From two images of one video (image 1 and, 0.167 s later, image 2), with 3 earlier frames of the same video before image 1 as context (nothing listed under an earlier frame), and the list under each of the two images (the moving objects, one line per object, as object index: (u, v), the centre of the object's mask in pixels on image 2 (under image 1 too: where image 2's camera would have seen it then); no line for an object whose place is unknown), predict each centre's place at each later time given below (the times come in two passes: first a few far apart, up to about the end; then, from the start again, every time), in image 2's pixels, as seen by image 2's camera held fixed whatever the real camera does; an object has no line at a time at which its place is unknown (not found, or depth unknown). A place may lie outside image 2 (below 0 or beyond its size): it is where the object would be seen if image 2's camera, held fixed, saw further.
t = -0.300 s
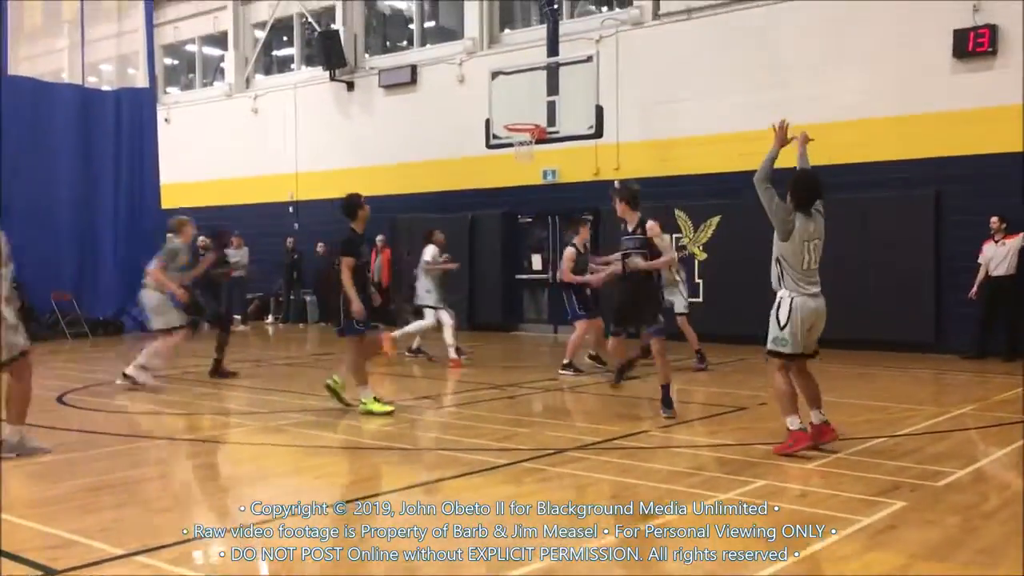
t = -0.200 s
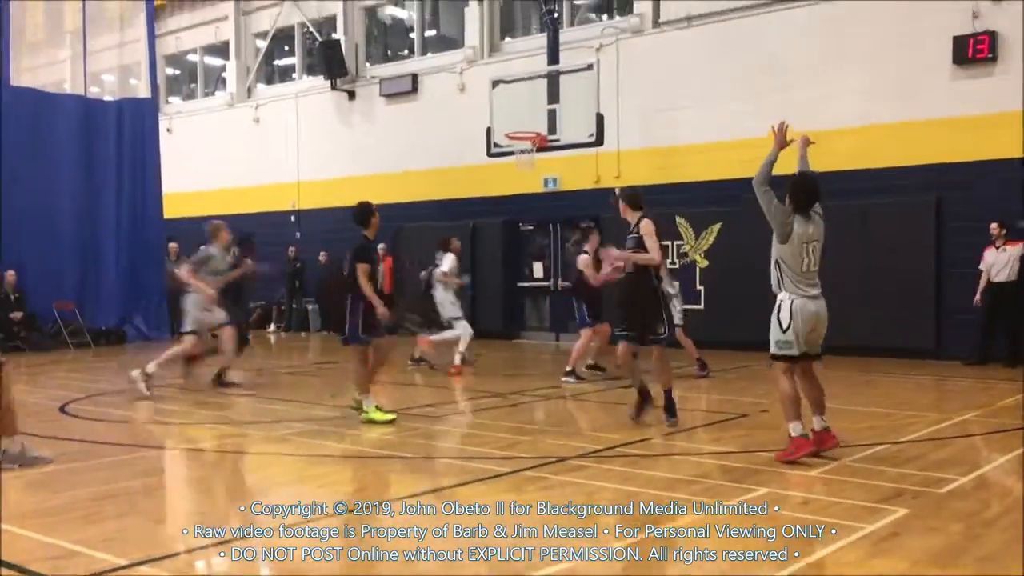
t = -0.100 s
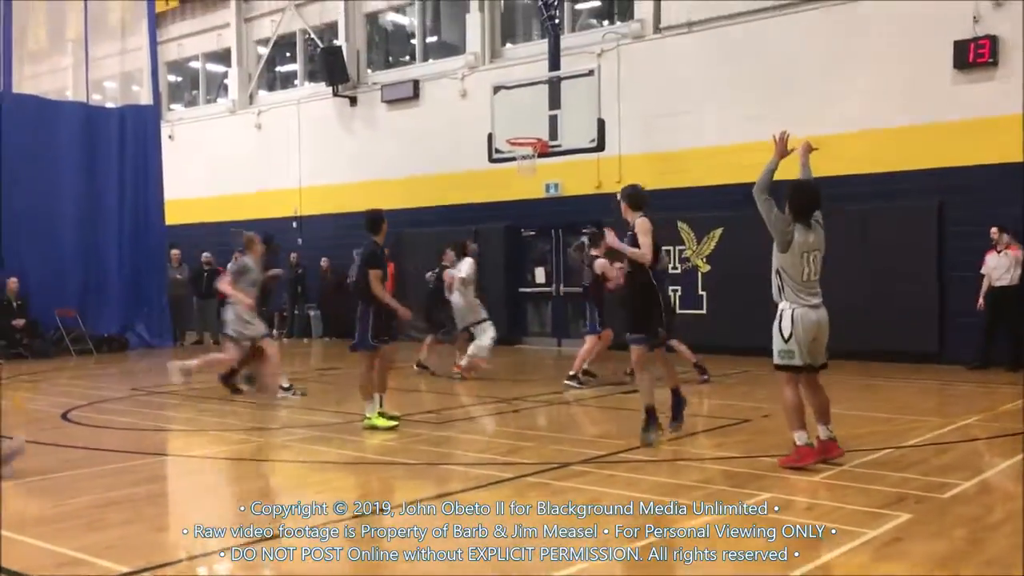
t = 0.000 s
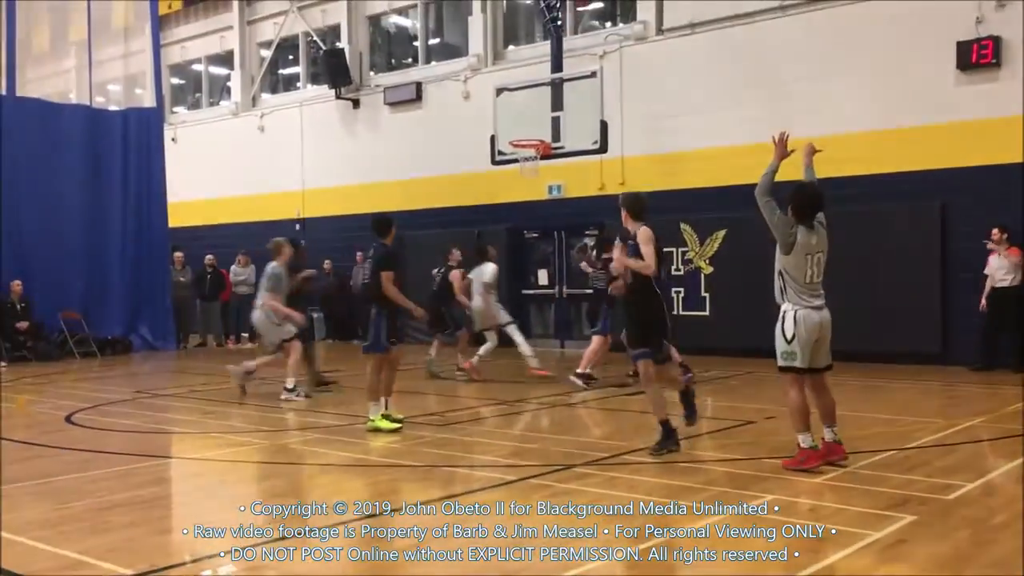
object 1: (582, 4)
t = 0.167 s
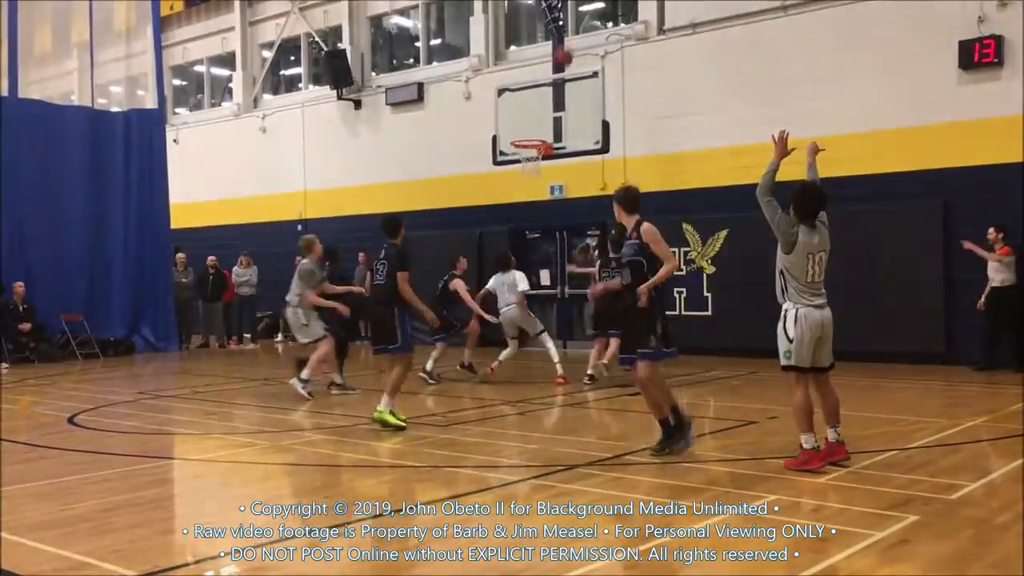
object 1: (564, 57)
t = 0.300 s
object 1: (548, 113)
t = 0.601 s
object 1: (627, 122)
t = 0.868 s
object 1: (729, 165)
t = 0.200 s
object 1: (559, 72)
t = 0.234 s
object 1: (556, 82)
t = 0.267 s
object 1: (549, 98)
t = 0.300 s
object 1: (548, 113)
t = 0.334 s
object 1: (545, 128)
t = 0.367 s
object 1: (547, 134)
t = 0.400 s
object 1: (560, 131)
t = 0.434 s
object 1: (570, 126)
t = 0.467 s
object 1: (582, 125)
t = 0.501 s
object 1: (593, 122)
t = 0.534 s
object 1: (604, 121)
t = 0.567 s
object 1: (617, 121)
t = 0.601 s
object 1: (627, 122)
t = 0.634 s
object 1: (639, 124)
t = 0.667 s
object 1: (652, 127)
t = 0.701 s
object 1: (664, 131)
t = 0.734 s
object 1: (677, 136)
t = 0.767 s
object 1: (689, 142)
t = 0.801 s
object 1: (702, 148)
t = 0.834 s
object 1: (715, 155)
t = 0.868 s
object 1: (729, 165)
